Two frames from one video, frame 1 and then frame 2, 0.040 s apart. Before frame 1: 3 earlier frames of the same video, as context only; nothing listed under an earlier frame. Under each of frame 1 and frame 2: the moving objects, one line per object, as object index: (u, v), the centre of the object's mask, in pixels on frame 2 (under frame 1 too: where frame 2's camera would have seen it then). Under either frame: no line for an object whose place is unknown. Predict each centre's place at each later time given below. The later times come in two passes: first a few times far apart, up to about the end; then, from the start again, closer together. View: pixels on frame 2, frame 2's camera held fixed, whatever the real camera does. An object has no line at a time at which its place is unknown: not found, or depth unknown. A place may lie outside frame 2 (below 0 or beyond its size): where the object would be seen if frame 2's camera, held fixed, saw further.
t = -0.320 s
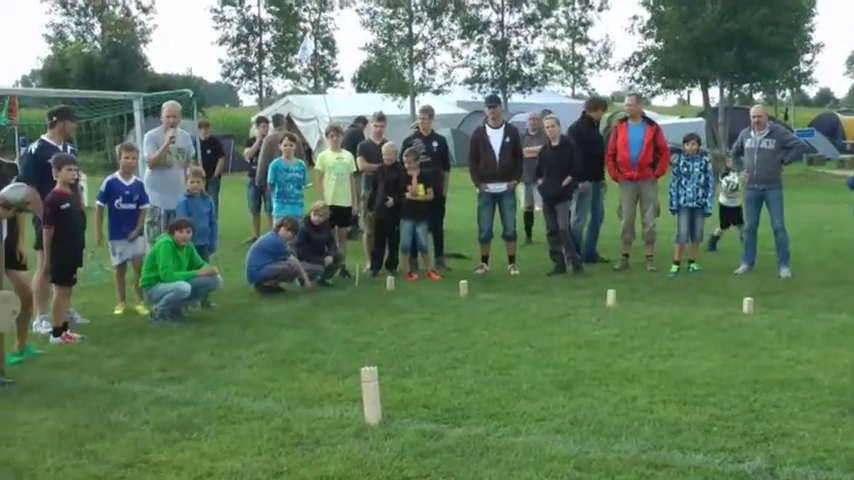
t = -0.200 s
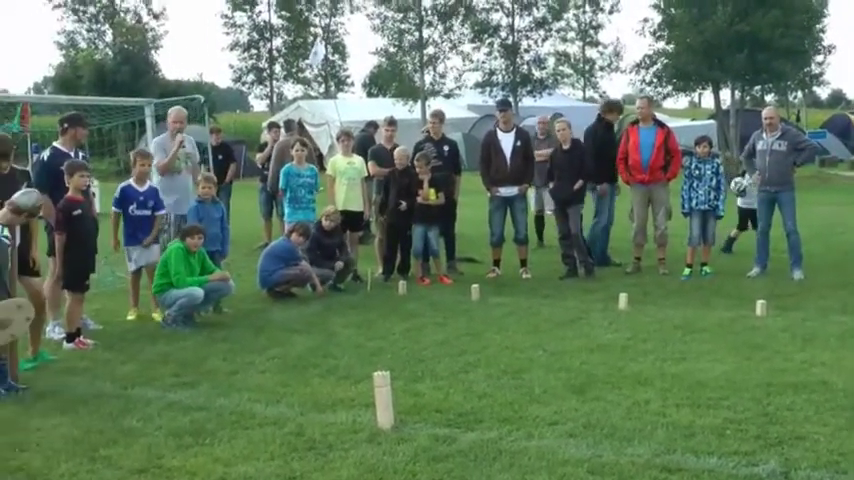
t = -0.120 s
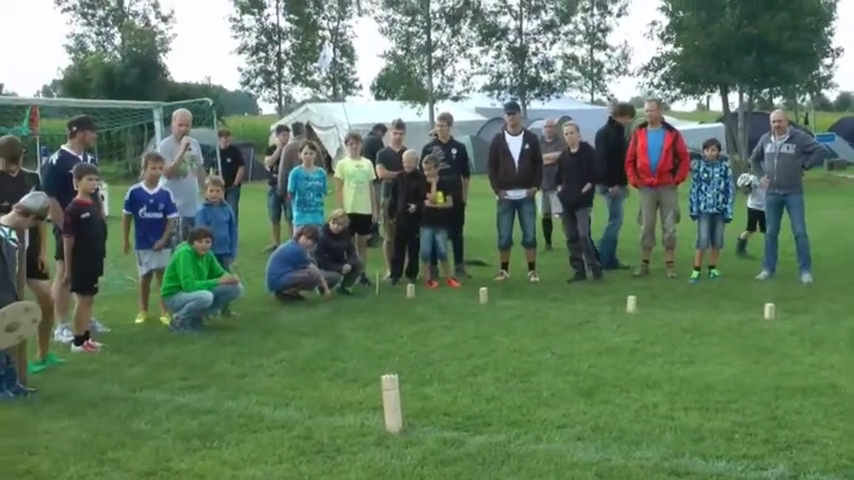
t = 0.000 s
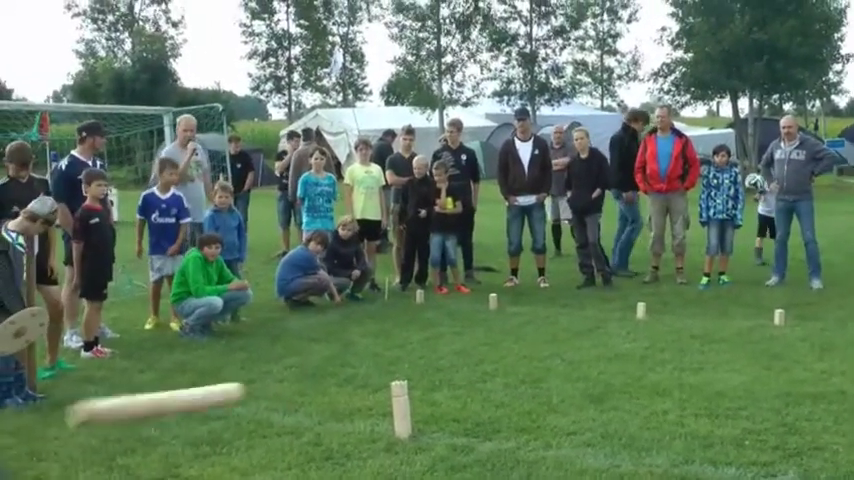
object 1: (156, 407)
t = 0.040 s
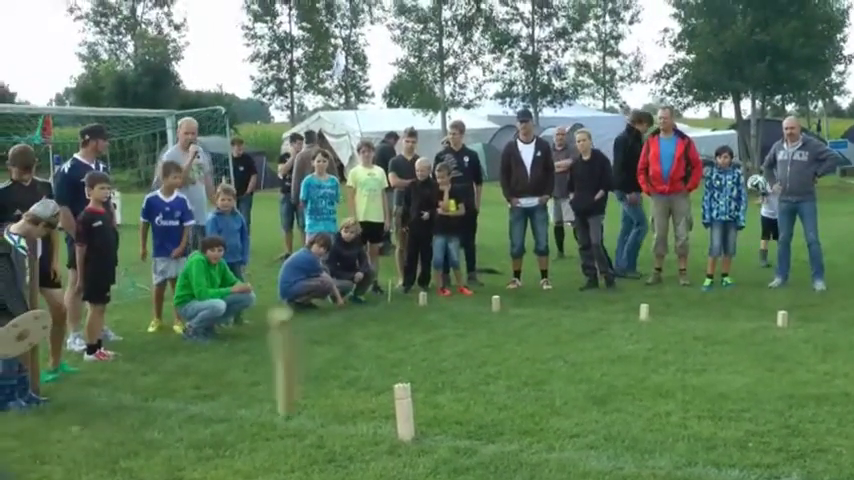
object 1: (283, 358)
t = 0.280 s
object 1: (643, 344)
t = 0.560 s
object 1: (790, 454)
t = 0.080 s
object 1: (382, 338)
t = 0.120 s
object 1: (456, 327)
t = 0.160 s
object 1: (515, 323)
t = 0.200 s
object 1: (569, 324)
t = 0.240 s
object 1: (609, 333)
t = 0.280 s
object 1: (643, 344)
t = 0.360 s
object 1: (702, 374)
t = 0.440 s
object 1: (740, 413)
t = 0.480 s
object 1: (759, 433)
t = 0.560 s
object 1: (790, 454)
